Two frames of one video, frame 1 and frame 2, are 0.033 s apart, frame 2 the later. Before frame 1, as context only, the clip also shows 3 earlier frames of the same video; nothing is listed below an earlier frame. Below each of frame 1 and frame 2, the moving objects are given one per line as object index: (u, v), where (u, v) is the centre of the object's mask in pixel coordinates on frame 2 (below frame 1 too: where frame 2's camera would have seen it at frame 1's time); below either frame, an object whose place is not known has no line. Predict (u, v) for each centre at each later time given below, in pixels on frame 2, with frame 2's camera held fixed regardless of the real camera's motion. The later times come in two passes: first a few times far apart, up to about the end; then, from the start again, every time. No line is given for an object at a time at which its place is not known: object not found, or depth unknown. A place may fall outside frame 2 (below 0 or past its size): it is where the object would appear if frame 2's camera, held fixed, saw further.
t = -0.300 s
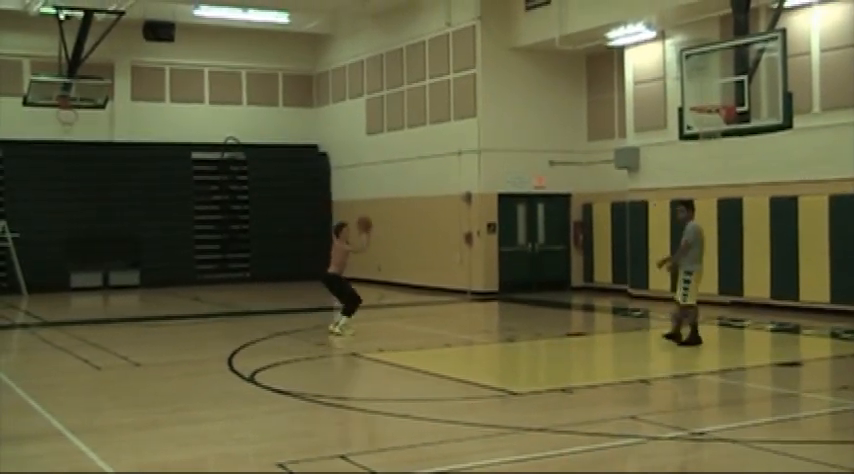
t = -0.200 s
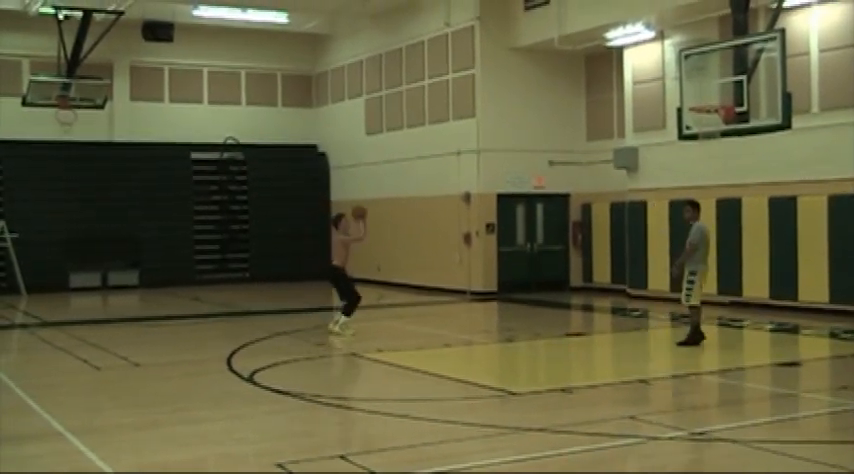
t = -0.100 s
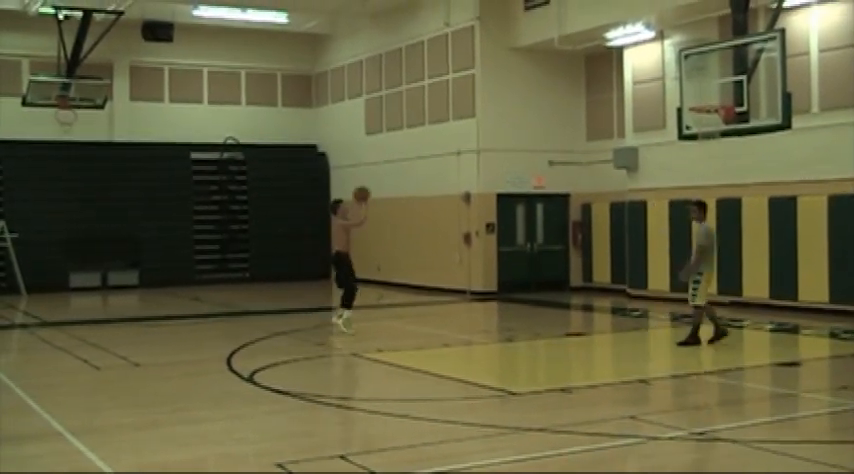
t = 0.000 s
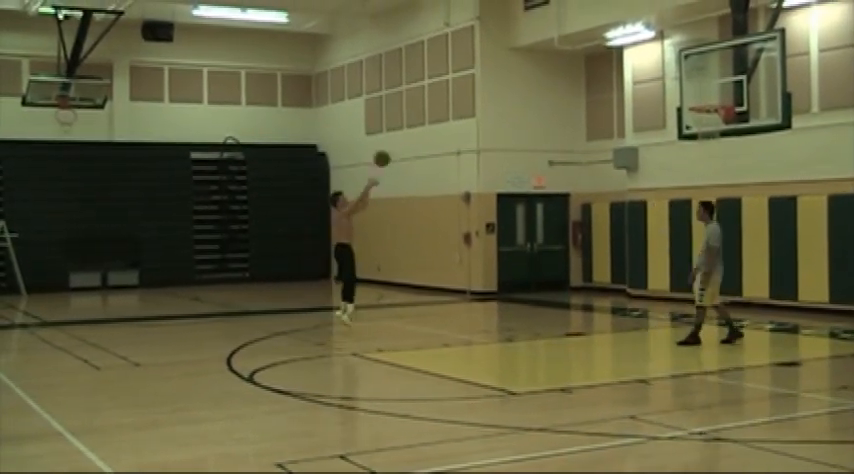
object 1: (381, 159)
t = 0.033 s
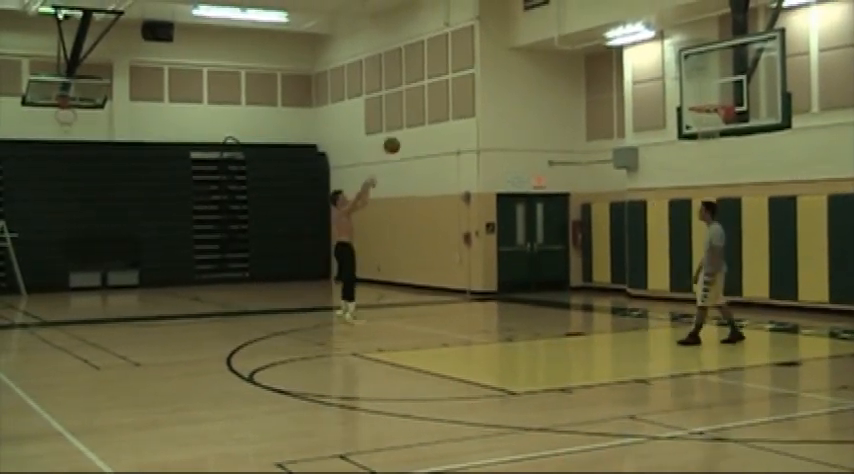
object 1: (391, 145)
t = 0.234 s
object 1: (452, 84)
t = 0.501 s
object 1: (534, 41)
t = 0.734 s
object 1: (611, 44)
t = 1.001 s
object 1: (704, 94)
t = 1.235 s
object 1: (685, 122)
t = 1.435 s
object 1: (678, 128)
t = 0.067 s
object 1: (401, 133)
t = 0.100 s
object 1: (410, 122)
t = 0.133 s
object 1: (421, 111)
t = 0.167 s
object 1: (431, 101)
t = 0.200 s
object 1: (441, 92)
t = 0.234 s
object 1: (452, 84)
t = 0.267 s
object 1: (461, 76)
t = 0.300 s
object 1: (472, 68)
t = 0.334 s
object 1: (482, 62)
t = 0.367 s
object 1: (493, 56)
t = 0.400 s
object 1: (503, 51)
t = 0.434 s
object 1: (513, 47)
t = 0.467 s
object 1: (524, 44)
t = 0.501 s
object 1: (534, 41)
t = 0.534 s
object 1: (545, 38)
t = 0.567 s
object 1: (557, 37)
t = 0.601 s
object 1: (567, 37)
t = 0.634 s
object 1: (578, 38)
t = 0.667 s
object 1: (589, 39)
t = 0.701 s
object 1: (600, 41)
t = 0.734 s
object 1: (611, 44)
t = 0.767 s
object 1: (624, 47)
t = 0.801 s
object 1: (634, 51)
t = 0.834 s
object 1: (646, 56)
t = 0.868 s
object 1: (657, 62)
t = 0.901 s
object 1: (669, 69)
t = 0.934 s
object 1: (680, 77)
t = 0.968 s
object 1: (692, 85)
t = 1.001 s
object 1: (704, 94)
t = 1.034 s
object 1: (715, 104)
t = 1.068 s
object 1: (711, 113)
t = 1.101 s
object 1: (702, 126)
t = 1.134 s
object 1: (694, 127)
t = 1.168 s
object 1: (690, 127)
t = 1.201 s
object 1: (688, 124)
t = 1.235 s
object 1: (685, 122)
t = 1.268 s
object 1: (683, 121)
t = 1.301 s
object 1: (682, 121)
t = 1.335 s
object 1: (682, 121)
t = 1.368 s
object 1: (680, 122)
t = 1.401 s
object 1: (680, 125)
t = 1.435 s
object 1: (678, 128)
